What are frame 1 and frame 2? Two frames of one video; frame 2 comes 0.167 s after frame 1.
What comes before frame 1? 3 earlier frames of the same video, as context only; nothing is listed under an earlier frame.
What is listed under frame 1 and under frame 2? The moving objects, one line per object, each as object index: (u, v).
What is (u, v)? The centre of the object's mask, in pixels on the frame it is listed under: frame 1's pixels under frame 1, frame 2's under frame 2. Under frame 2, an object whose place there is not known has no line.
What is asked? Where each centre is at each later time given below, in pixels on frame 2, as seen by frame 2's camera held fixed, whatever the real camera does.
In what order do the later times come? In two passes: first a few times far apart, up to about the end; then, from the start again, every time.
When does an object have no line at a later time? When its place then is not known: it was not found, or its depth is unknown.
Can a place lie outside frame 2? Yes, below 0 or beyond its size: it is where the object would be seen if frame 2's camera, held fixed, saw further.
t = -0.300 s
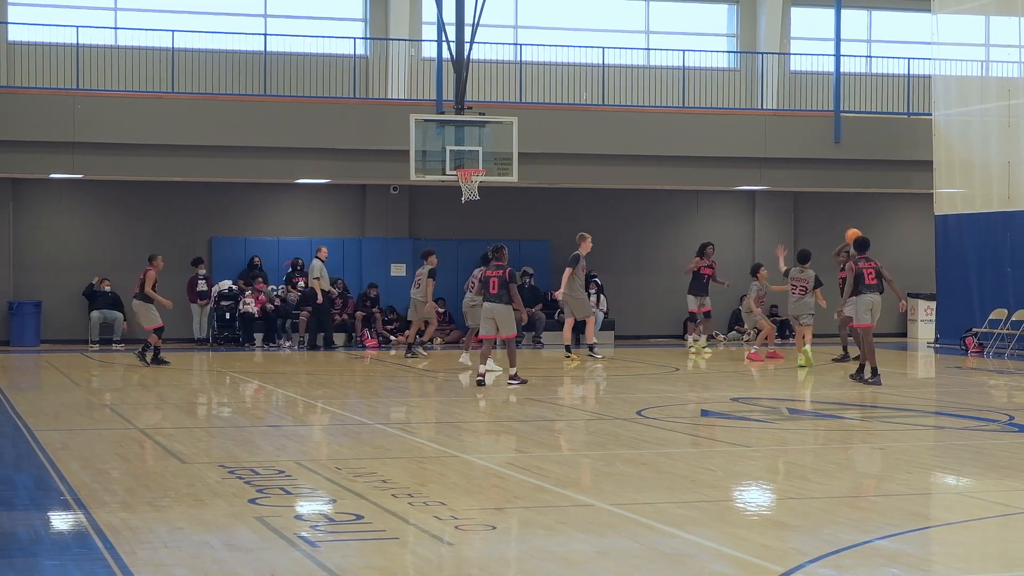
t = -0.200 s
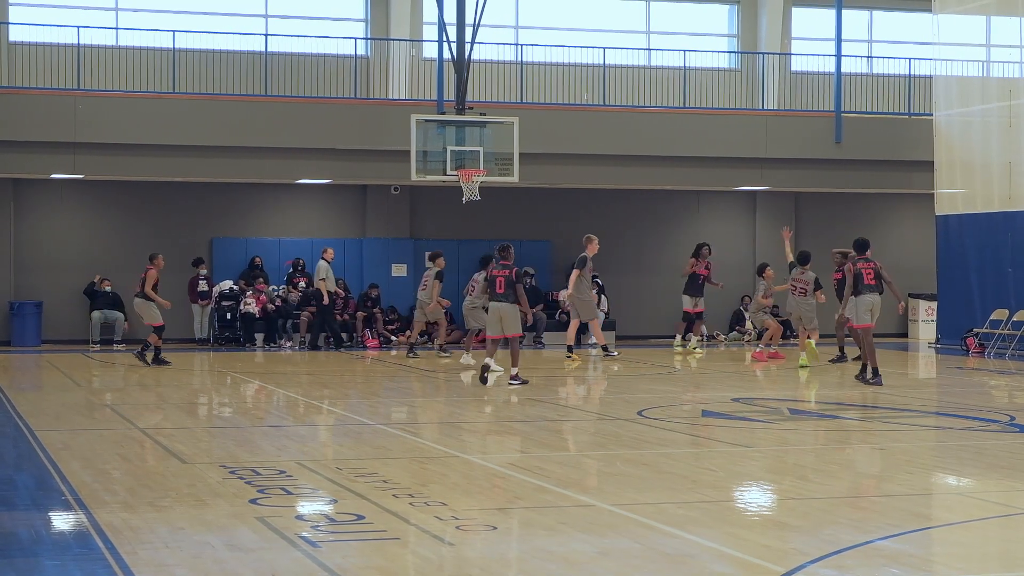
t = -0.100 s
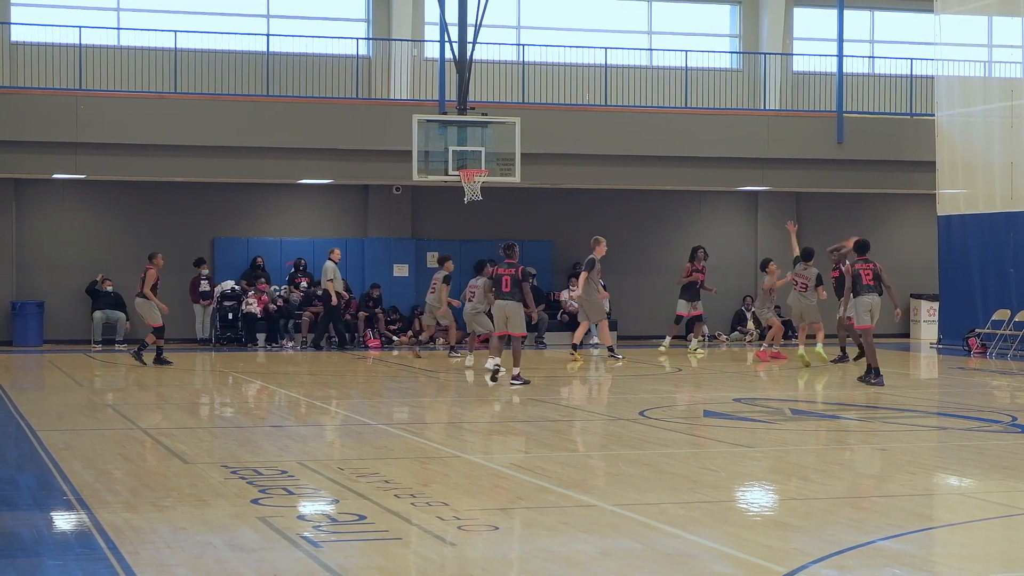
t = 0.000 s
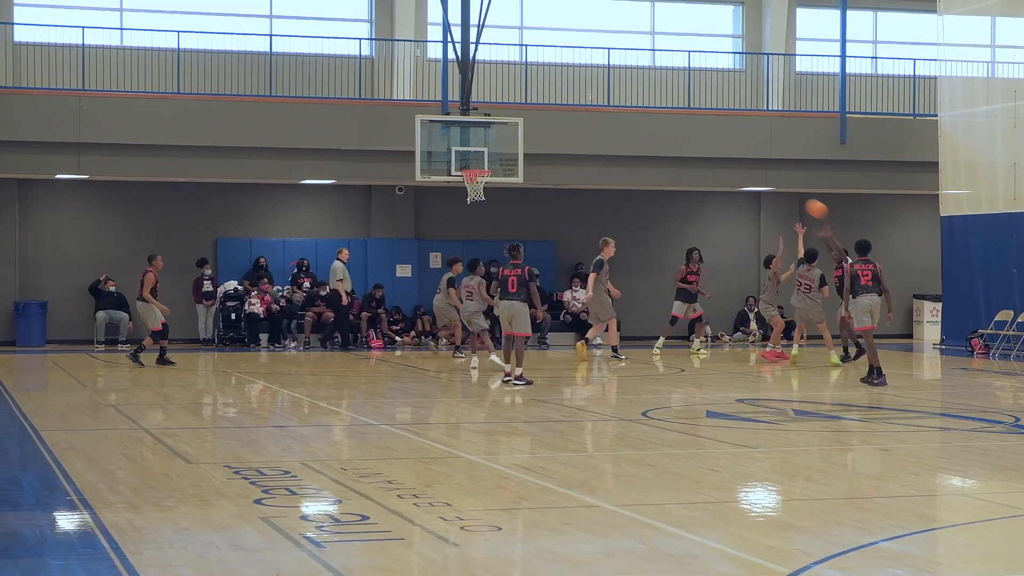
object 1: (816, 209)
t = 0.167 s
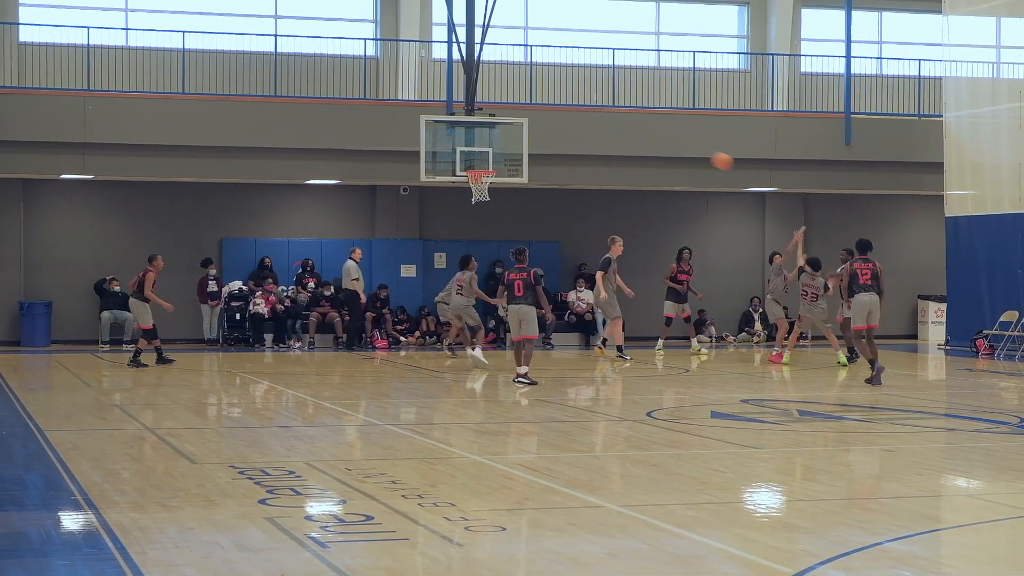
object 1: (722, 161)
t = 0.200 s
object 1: (703, 154)
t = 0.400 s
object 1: (583, 125)
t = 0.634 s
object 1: (445, 129)
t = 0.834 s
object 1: (329, 157)
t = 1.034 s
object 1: (216, 212)
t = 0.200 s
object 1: (703, 154)
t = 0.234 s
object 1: (683, 146)
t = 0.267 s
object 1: (662, 141)
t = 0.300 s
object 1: (642, 136)
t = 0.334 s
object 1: (622, 131)
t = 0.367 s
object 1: (603, 128)
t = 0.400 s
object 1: (583, 125)
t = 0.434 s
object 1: (564, 123)
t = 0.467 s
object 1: (544, 123)
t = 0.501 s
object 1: (524, 122)
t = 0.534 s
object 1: (503, 123)
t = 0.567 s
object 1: (484, 127)
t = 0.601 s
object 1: (463, 127)
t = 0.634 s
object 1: (445, 129)
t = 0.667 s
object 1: (424, 131)
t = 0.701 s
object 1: (405, 135)
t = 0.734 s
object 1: (386, 140)
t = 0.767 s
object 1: (367, 145)
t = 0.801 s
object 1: (347, 150)
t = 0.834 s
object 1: (329, 157)
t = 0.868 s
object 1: (310, 164)
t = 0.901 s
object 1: (291, 172)
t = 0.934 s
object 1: (272, 180)
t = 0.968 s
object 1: (253, 191)
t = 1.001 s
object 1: (235, 201)
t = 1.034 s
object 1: (216, 212)
